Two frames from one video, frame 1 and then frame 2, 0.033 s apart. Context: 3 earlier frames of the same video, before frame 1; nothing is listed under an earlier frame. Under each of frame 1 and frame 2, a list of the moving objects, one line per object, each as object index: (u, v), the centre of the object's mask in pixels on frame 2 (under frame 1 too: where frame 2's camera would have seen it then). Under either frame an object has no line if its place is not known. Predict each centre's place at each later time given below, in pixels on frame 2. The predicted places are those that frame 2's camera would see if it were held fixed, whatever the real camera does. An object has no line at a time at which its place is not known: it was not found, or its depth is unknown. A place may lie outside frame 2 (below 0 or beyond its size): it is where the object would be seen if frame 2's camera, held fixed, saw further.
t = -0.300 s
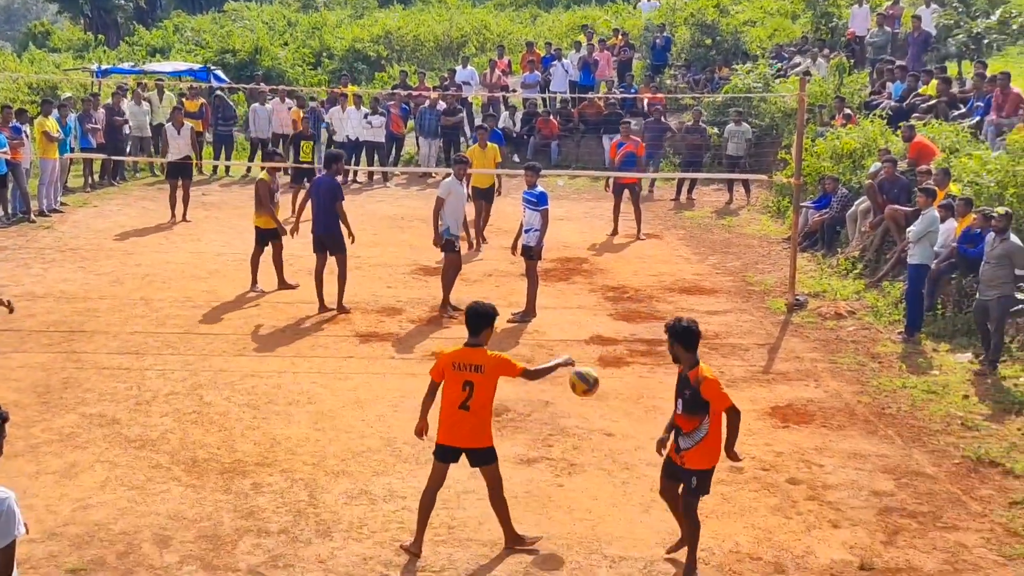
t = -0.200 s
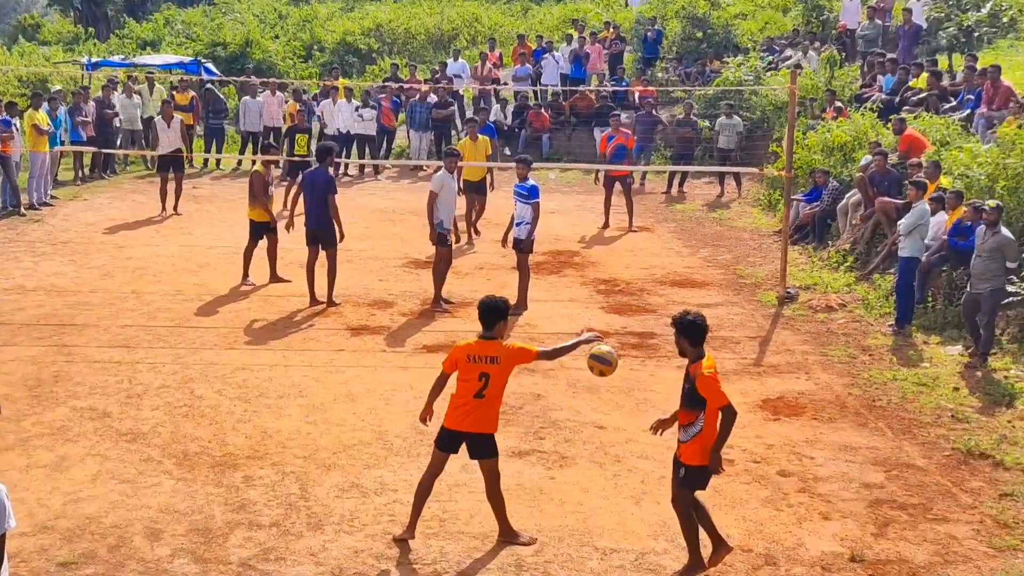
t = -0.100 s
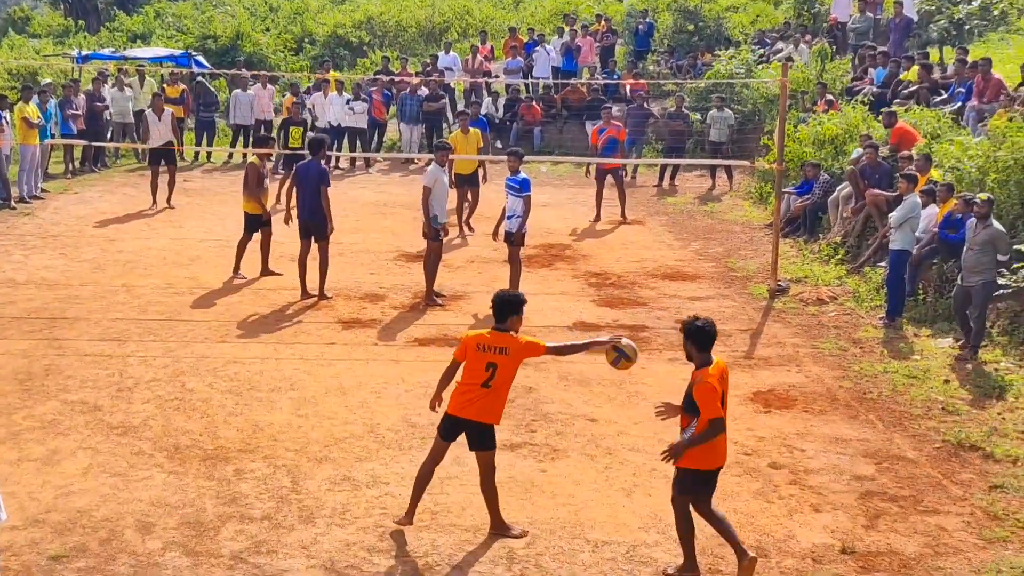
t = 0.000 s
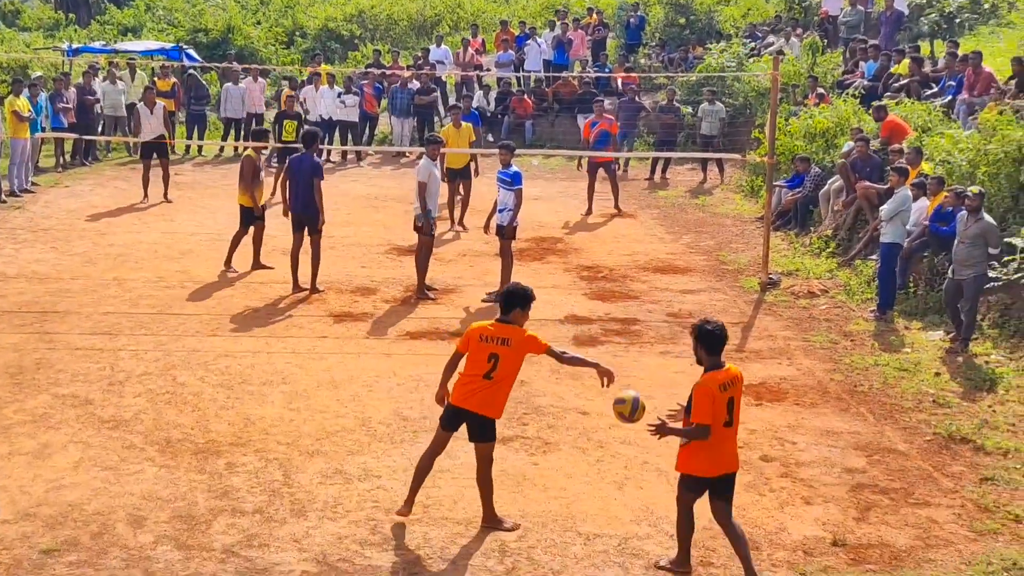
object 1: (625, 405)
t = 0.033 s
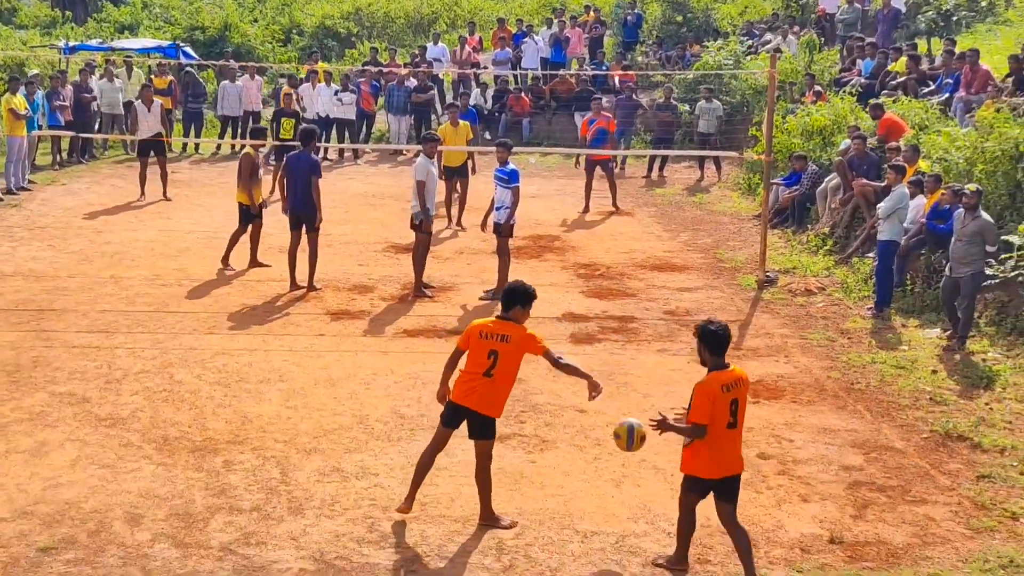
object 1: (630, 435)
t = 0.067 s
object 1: (633, 468)
